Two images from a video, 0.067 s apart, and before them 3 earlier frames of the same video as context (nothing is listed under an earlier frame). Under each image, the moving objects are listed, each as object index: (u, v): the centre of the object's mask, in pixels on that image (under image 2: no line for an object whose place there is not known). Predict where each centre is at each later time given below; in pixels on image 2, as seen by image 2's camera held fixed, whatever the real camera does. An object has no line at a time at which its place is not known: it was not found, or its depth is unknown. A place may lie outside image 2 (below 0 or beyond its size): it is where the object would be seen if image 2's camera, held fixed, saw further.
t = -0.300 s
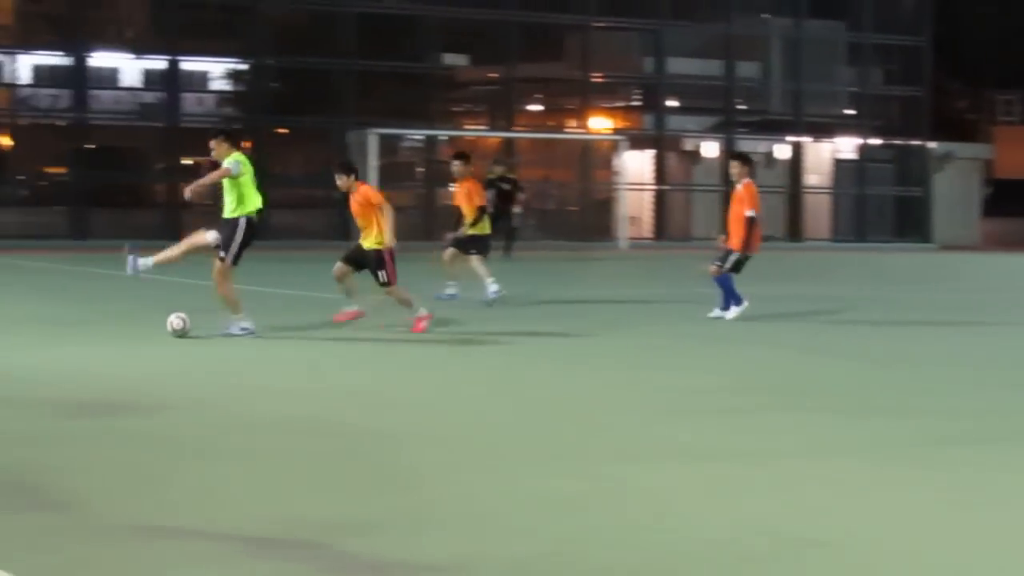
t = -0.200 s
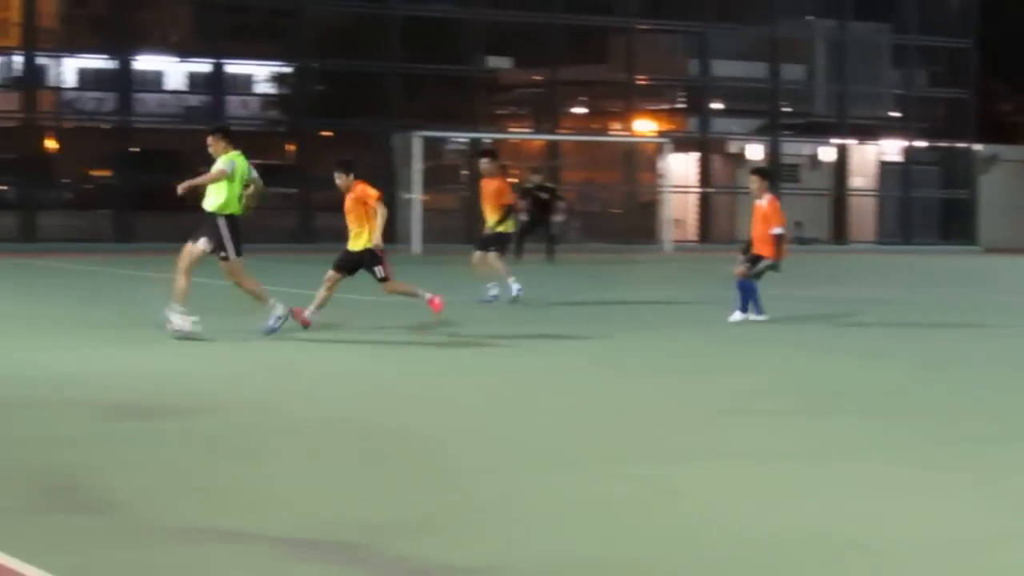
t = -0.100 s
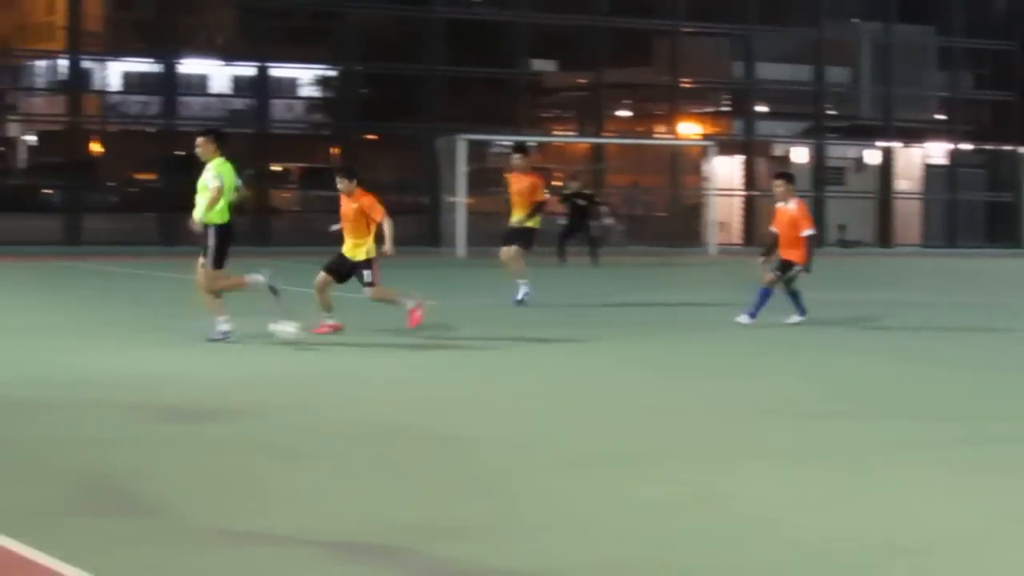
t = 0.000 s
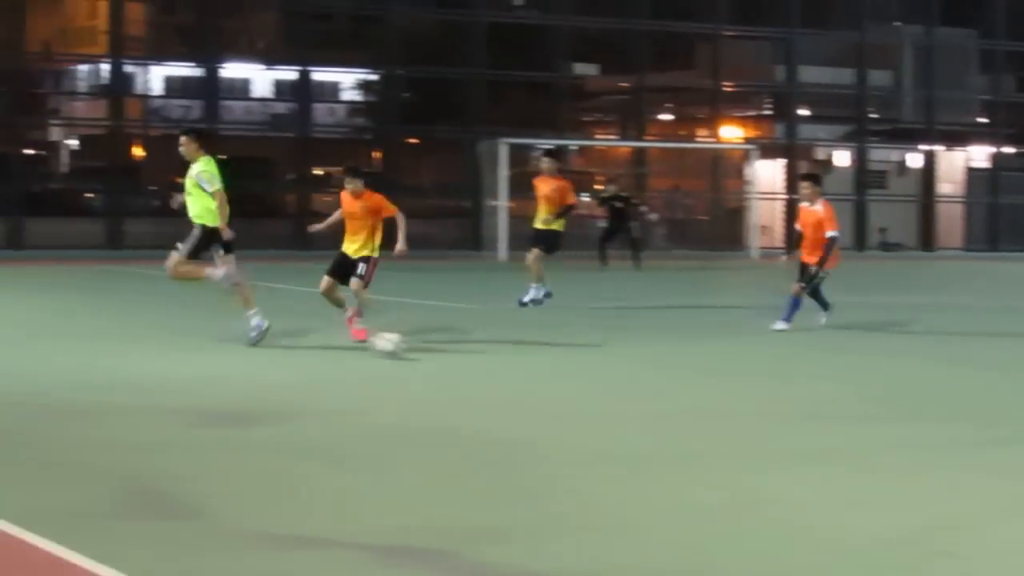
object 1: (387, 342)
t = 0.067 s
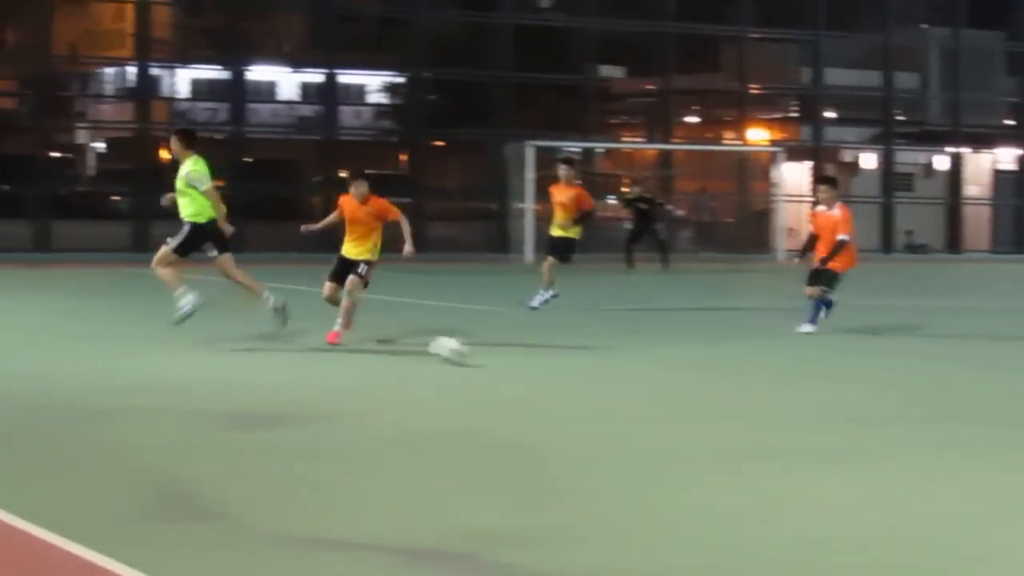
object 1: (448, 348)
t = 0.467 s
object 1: (605, 368)
